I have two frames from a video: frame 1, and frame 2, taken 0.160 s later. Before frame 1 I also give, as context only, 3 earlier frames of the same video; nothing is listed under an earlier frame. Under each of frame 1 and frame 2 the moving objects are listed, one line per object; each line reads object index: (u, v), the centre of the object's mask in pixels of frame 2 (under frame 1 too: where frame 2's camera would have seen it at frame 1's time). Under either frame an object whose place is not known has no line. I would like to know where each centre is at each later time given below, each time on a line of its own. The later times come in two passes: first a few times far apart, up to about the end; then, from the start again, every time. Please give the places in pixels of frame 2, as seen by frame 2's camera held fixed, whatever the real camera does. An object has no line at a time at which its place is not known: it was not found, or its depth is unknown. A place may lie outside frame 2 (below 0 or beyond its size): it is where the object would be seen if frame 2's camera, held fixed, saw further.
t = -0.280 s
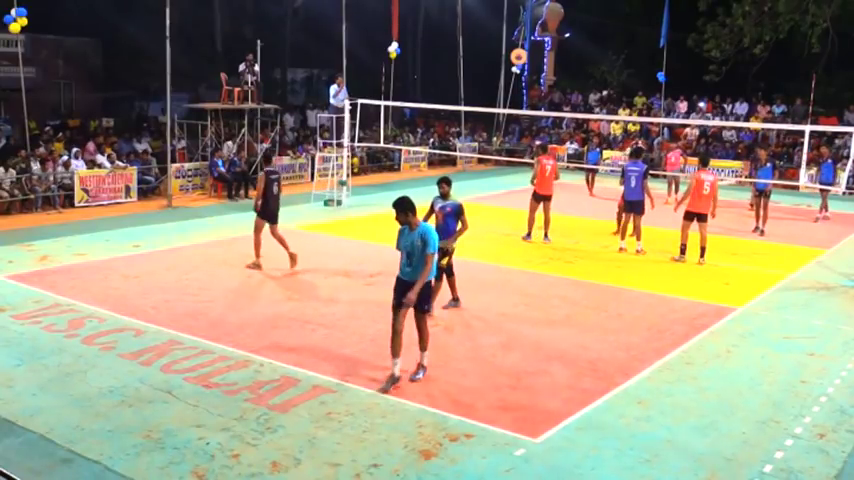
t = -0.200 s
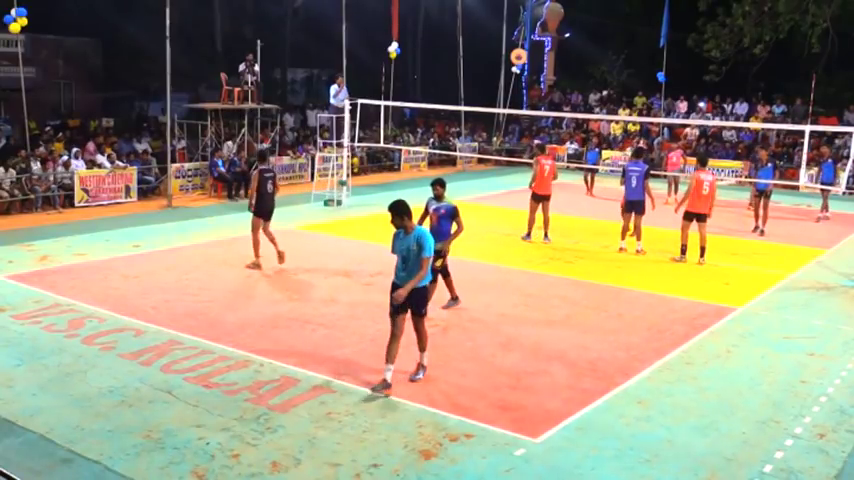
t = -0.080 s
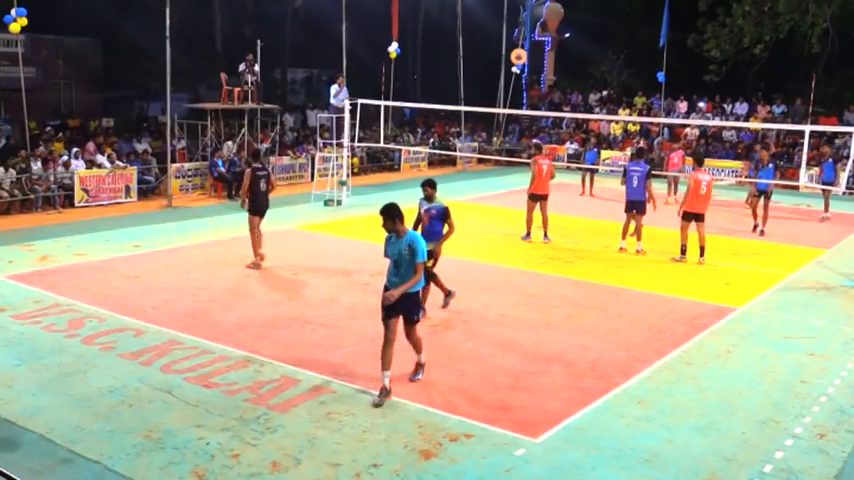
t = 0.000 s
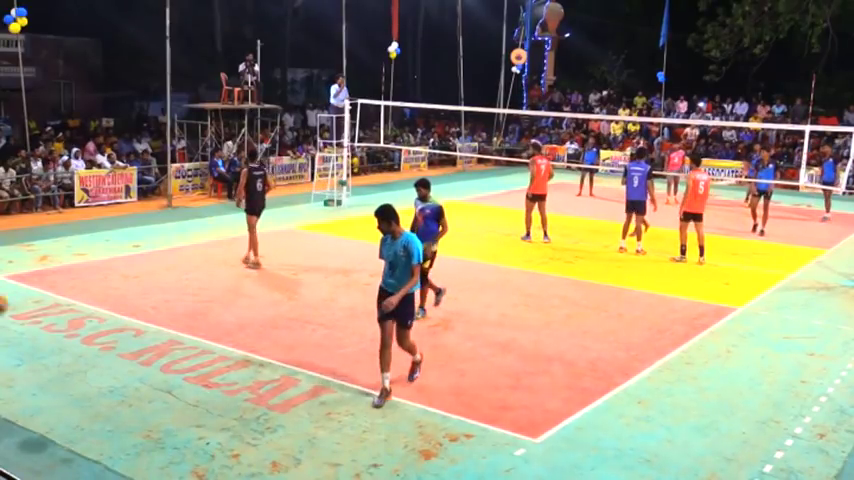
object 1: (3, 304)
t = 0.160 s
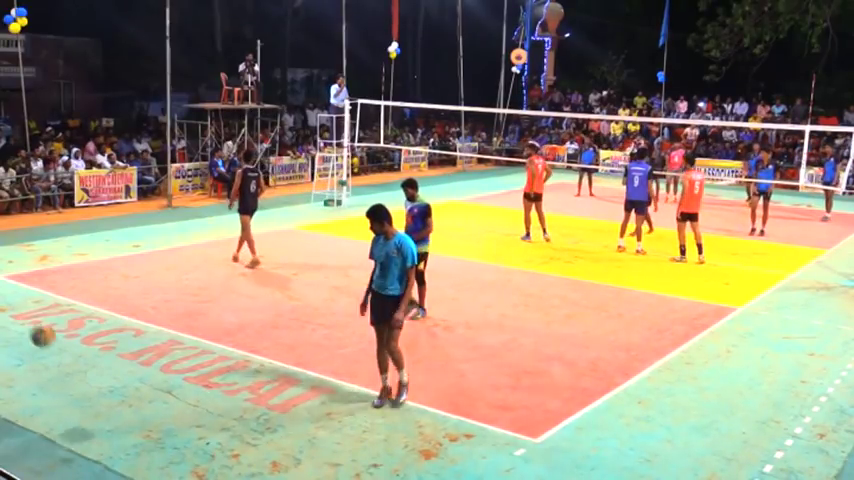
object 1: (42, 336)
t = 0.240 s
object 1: (66, 361)
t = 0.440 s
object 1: (114, 372)
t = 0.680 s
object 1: (164, 344)
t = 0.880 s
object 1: (205, 364)
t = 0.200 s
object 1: (54, 347)
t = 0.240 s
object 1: (66, 361)
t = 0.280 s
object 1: (77, 376)
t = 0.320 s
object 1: (89, 392)
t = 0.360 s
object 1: (98, 394)
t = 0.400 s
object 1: (106, 382)
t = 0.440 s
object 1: (114, 372)
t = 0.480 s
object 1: (123, 363)
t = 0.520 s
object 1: (130, 356)
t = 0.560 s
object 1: (139, 350)
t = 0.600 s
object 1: (147, 347)
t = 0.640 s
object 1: (155, 344)
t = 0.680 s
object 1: (164, 344)
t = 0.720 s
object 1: (172, 345)
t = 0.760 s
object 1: (180, 347)
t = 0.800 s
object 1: (188, 351)
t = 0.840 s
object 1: (197, 357)
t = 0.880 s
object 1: (205, 364)
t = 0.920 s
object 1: (213, 373)
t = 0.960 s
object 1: (222, 384)
